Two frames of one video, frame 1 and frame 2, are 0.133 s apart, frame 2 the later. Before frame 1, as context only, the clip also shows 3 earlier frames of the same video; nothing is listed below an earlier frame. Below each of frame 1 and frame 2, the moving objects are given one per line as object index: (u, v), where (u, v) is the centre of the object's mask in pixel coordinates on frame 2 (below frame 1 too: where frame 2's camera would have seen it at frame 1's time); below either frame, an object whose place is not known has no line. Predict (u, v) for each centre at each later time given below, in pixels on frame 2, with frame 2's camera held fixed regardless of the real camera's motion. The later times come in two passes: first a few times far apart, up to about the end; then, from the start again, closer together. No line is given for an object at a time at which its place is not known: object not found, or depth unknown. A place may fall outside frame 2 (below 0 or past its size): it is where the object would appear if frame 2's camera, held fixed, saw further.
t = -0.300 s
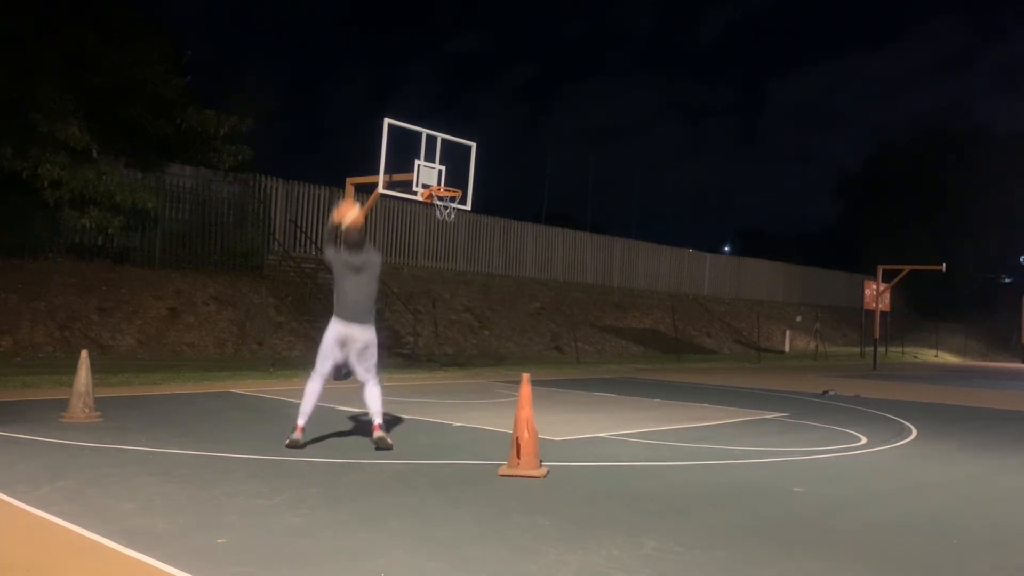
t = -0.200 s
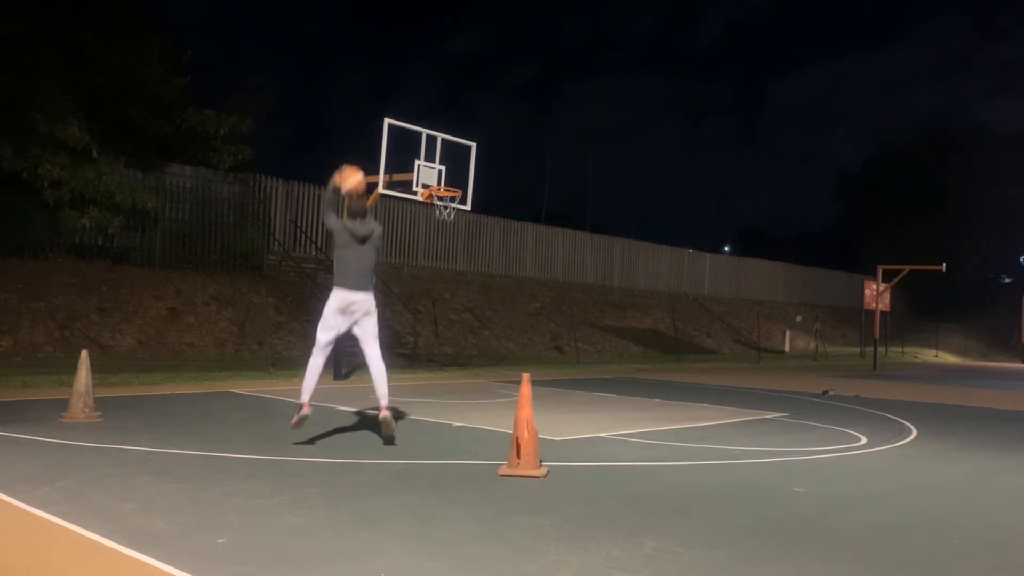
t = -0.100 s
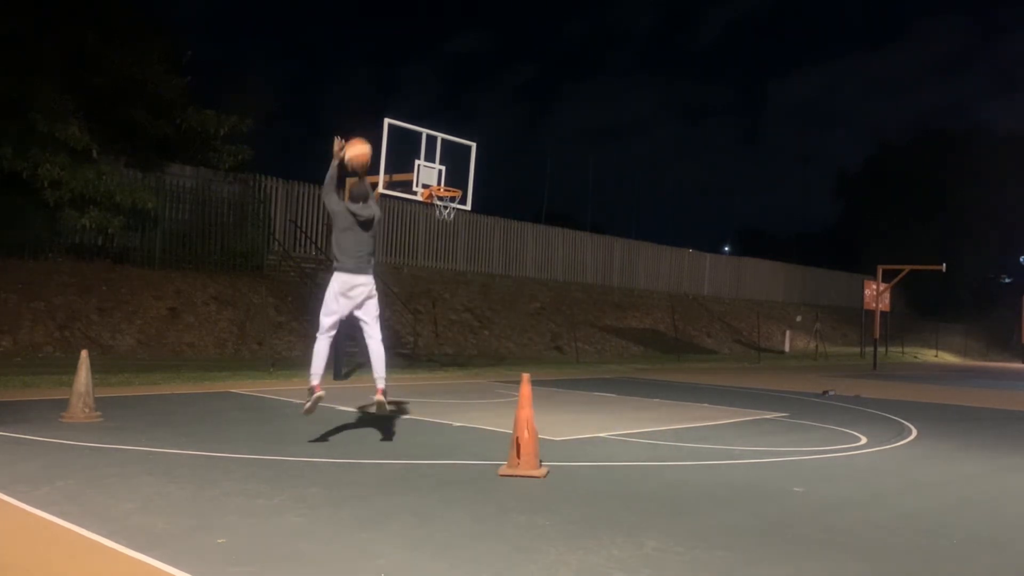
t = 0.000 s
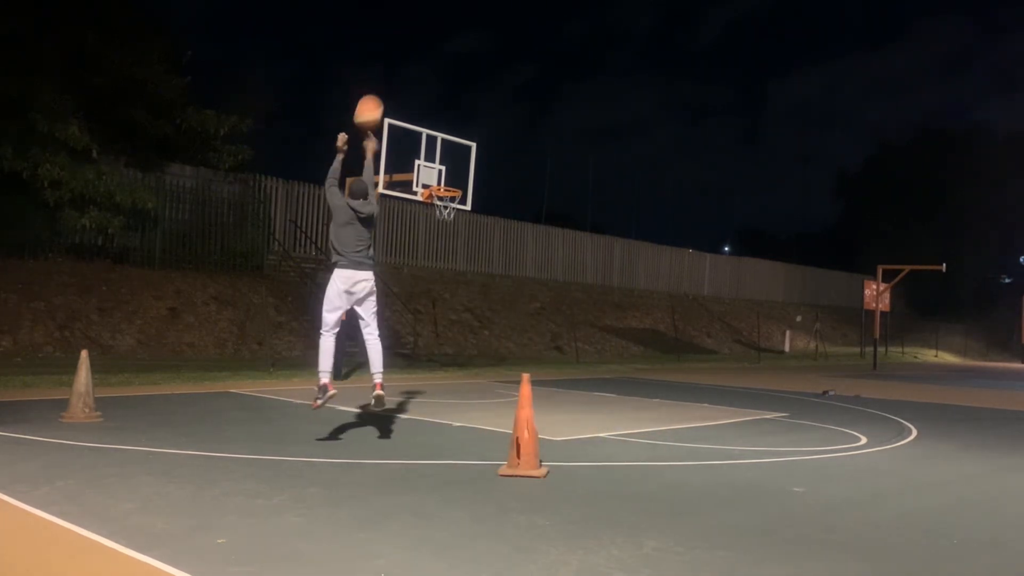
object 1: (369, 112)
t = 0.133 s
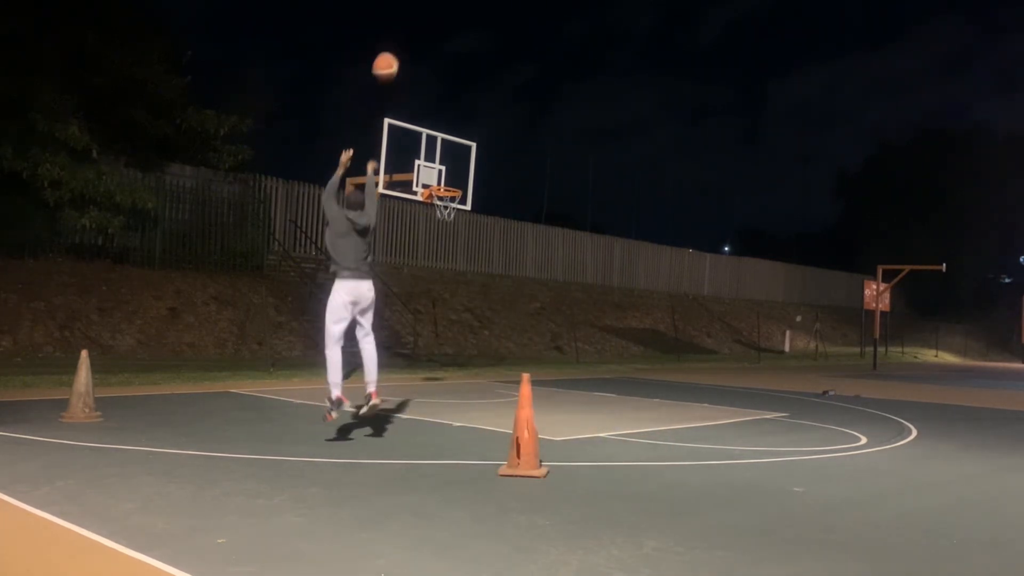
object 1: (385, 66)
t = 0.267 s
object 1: (399, 43)
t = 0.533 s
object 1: (419, 48)
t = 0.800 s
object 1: (432, 102)
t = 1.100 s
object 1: (444, 191)
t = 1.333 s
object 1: (450, 203)
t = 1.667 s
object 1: (443, 237)
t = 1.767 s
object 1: (441, 261)
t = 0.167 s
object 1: (389, 58)
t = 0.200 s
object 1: (393, 52)
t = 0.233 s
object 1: (396, 47)
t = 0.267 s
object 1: (399, 43)
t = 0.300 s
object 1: (402, 41)
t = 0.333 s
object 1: (405, 39)
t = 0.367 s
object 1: (407, 38)
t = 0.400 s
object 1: (410, 38)
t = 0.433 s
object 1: (412, 39)
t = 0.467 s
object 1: (414, 41)
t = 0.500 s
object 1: (416, 44)
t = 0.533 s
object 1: (419, 48)
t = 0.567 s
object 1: (420, 52)
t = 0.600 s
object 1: (422, 57)
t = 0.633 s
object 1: (424, 63)
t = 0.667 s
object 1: (425, 70)
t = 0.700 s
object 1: (428, 77)
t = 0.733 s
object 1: (429, 85)
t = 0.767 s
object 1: (431, 94)
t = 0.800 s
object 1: (432, 102)
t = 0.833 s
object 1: (434, 113)
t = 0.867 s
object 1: (435, 121)
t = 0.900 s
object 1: (436, 132)
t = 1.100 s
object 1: (444, 191)
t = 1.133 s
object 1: (446, 194)
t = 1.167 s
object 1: (448, 200)
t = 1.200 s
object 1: (448, 204)
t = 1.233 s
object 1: (450, 203)
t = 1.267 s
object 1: (450, 203)
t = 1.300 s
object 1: (450, 203)
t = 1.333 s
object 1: (450, 203)
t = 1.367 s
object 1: (450, 204)
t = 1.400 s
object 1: (450, 204)
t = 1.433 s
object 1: (450, 205)
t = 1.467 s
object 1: (448, 208)
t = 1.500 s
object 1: (447, 211)
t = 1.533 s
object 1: (447, 214)
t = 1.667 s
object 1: (443, 237)
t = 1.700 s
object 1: (443, 244)
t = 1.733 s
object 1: (442, 252)
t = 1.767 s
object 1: (441, 261)
